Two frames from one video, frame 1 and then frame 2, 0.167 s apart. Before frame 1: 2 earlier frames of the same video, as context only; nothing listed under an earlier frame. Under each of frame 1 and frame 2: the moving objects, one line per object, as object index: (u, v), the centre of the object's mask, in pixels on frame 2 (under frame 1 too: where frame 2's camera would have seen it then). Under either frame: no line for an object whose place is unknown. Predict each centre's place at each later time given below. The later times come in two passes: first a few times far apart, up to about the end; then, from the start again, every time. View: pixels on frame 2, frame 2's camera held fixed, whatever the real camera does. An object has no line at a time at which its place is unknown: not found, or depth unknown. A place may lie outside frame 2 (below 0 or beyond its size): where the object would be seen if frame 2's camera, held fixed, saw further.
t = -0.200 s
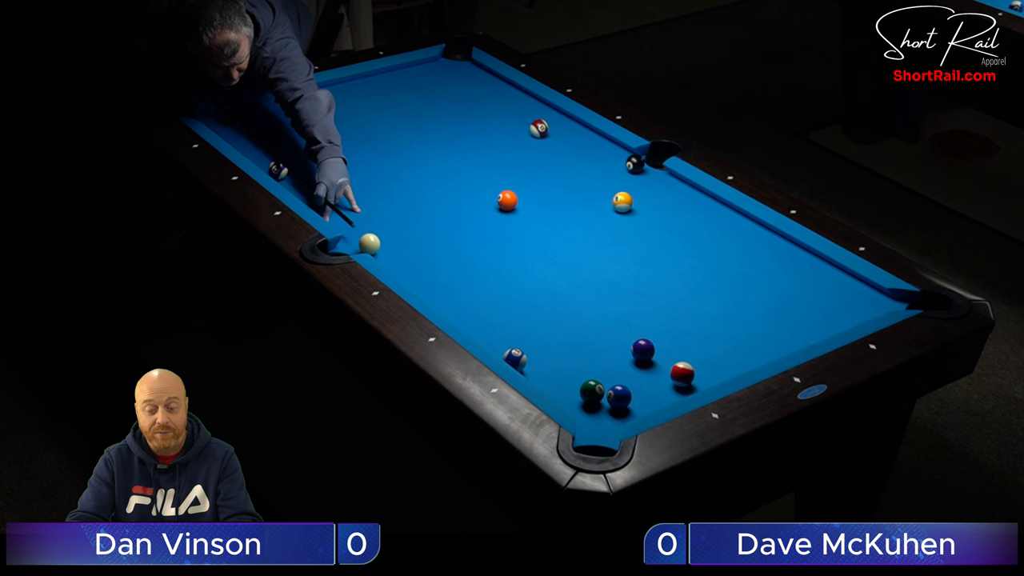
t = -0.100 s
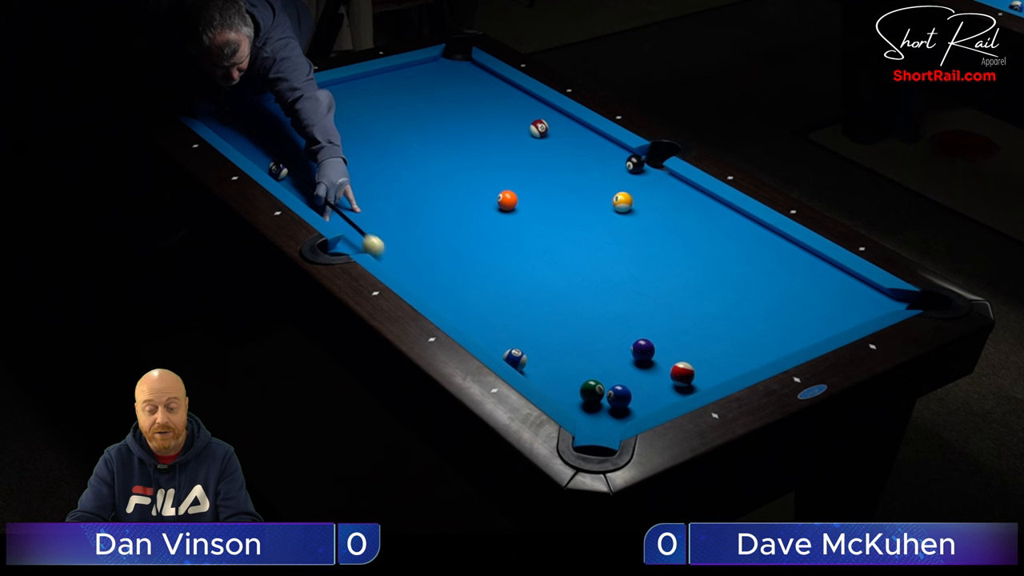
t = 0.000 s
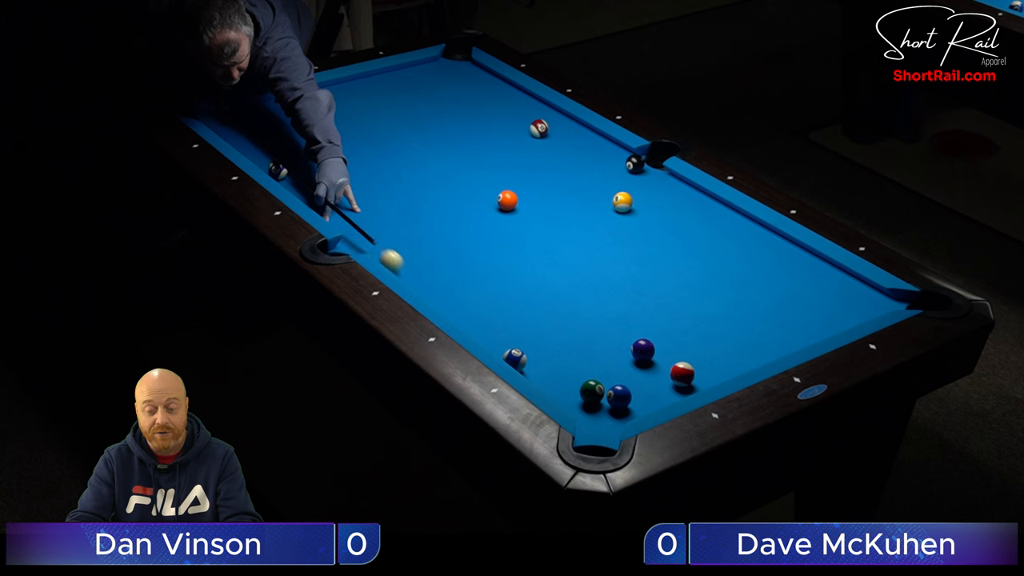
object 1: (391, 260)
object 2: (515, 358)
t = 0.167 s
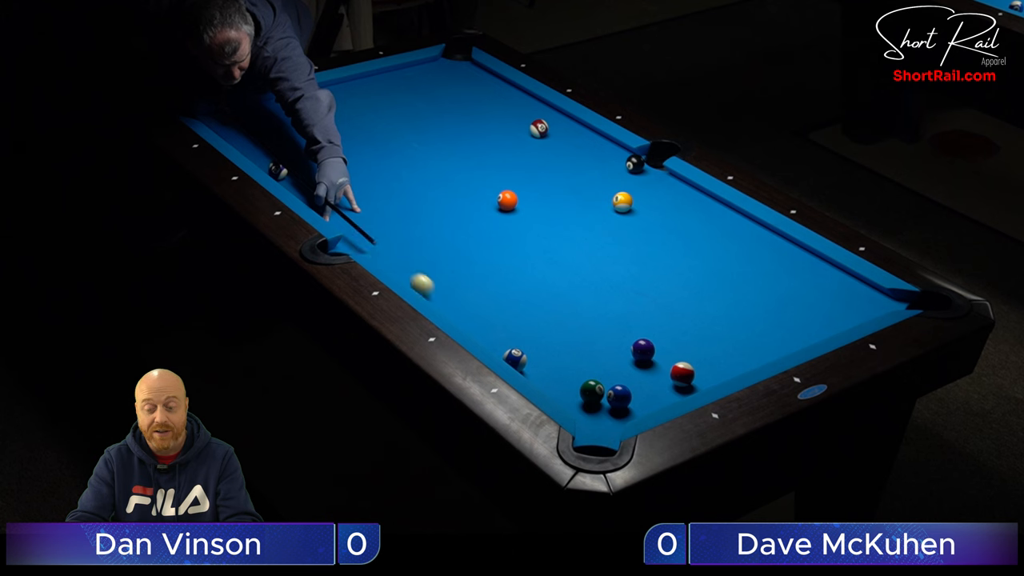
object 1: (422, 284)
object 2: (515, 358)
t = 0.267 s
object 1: (441, 299)
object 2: (515, 358)
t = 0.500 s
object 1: (487, 336)
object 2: (515, 358)
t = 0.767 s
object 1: (508, 353)
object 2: (546, 382)
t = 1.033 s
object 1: (519, 361)
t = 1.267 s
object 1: (528, 368)
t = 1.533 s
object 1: (536, 375)
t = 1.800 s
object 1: (543, 380)
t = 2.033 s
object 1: (548, 384)
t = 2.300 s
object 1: (552, 387)
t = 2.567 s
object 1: (555, 389)
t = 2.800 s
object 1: (556, 390)
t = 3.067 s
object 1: (556, 390)
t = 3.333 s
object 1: (556, 390)
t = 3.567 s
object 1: (556, 390)
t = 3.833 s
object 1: (556, 390)
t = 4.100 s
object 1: (556, 390)
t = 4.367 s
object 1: (556, 390)
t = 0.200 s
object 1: (428, 289)
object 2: (515, 358)
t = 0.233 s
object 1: (434, 293)
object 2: (515, 358)
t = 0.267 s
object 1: (441, 299)
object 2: (515, 358)
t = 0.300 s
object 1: (447, 304)
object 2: (515, 358)
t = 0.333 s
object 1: (454, 309)
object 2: (515, 358)
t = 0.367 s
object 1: (460, 314)
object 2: (515, 358)
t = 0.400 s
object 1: (467, 319)
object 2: (515, 358)
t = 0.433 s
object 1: (473, 324)
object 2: (515, 358)
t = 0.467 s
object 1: (480, 330)
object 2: (515, 358)
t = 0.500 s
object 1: (487, 336)
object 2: (515, 358)
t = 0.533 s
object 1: (494, 341)
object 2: (515, 358)
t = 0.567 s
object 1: (500, 345)
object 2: (516, 358)
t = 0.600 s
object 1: (502, 347)
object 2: (520, 362)
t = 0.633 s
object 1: (503, 349)
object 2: (526, 367)
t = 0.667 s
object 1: (504, 349)
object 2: (531, 371)
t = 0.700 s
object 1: (506, 351)
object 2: (536, 374)
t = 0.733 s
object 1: (507, 351)
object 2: (541, 378)
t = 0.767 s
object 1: (508, 353)
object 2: (546, 382)
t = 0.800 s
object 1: (510, 354)
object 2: (550, 386)
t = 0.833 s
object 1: (511, 355)
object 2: (555, 389)
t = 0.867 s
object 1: (513, 356)
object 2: (559, 392)
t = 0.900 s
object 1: (514, 357)
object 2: (564, 395)
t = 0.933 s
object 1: (515, 358)
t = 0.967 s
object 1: (517, 359)
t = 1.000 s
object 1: (518, 360)
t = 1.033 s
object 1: (519, 361)
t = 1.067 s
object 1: (520, 363)
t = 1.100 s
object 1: (522, 364)
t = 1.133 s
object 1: (523, 364)
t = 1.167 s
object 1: (524, 365)
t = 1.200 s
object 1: (525, 366)
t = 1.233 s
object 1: (526, 367)
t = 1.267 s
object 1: (528, 368)
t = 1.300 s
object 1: (529, 369)
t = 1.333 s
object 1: (530, 370)
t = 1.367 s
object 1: (531, 371)
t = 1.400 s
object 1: (532, 372)
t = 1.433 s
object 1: (533, 373)
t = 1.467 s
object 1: (534, 373)
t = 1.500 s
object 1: (535, 374)
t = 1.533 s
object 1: (536, 375)
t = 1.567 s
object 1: (537, 376)
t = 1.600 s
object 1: (538, 376)
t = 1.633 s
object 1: (539, 377)
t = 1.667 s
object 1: (540, 378)
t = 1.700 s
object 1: (540, 378)
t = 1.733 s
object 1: (541, 379)
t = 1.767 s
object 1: (542, 380)
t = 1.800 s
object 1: (543, 380)
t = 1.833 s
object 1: (544, 381)
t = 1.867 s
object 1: (544, 381)
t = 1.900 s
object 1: (545, 382)
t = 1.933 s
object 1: (546, 382)
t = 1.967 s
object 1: (547, 383)
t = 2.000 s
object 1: (547, 384)
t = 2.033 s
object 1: (548, 384)
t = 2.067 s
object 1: (548, 384)
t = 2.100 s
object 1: (549, 385)
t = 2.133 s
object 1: (550, 385)
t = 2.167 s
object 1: (550, 386)
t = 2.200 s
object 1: (551, 386)
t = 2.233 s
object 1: (551, 386)
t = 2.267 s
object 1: (552, 387)
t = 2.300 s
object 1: (552, 387)
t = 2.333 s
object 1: (553, 387)
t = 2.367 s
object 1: (553, 387)
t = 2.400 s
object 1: (554, 388)
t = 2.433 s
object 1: (554, 388)
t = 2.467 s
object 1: (554, 388)
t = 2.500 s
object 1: (555, 389)
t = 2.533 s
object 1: (555, 389)
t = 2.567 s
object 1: (555, 389)
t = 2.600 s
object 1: (556, 389)
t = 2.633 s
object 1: (556, 390)
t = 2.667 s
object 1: (556, 390)
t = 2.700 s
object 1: (556, 390)
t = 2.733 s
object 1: (556, 390)
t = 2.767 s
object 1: (556, 390)
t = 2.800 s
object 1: (556, 390)
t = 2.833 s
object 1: (557, 390)
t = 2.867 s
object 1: (556, 390)
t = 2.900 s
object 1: (556, 390)
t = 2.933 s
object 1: (556, 390)
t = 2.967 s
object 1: (556, 390)
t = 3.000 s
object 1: (556, 390)
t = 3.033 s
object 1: (556, 390)
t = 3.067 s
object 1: (556, 390)
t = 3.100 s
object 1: (557, 390)
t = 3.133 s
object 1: (556, 390)
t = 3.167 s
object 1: (556, 390)
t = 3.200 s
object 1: (556, 390)
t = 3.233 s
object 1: (556, 390)
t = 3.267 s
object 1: (556, 390)
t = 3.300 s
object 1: (556, 390)
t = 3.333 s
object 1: (556, 390)
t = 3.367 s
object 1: (556, 390)
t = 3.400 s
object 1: (556, 390)
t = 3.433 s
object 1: (556, 390)
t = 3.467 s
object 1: (556, 390)
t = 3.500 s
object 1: (556, 390)
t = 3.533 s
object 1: (556, 390)
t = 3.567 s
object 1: (556, 390)
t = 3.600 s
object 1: (556, 390)
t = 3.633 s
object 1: (556, 390)
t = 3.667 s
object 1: (556, 390)
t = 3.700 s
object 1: (556, 390)
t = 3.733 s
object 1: (556, 390)
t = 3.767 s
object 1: (556, 390)
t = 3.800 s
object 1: (556, 390)
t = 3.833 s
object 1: (556, 390)
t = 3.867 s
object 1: (556, 390)
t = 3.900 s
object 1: (556, 390)
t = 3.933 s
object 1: (556, 390)
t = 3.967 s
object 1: (556, 390)
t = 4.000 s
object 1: (556, 390)
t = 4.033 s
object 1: (556, 390)
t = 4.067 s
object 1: (556, 390)
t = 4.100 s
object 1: (556, 390)
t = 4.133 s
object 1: (556, 390)
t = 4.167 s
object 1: (556, 390)
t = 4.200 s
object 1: (556, 390)
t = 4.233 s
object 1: (556, 390)
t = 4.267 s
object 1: (556, 390)
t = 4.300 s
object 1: (556, 390)
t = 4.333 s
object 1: (556, 390)
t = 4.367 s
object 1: (556, 390)
